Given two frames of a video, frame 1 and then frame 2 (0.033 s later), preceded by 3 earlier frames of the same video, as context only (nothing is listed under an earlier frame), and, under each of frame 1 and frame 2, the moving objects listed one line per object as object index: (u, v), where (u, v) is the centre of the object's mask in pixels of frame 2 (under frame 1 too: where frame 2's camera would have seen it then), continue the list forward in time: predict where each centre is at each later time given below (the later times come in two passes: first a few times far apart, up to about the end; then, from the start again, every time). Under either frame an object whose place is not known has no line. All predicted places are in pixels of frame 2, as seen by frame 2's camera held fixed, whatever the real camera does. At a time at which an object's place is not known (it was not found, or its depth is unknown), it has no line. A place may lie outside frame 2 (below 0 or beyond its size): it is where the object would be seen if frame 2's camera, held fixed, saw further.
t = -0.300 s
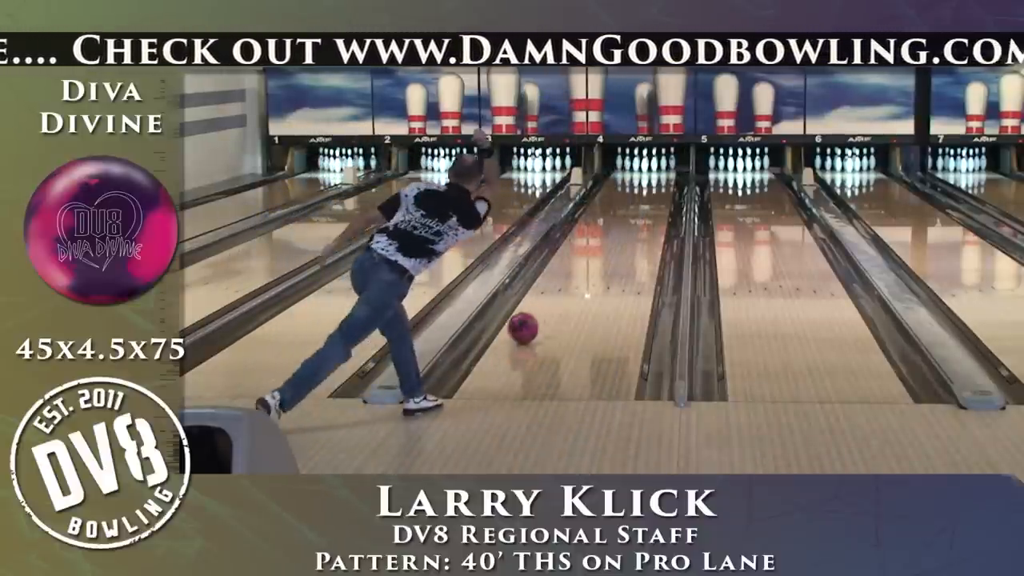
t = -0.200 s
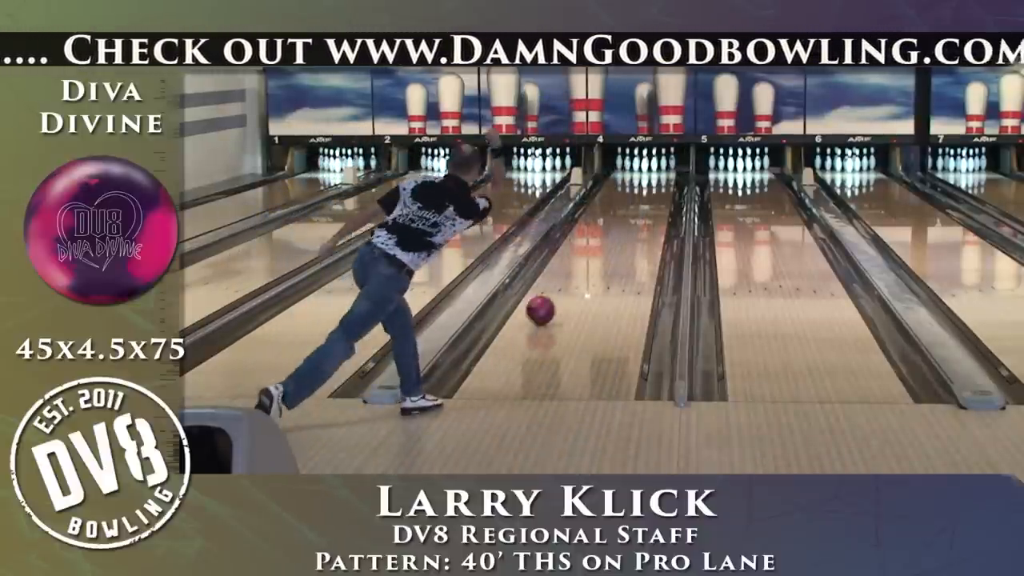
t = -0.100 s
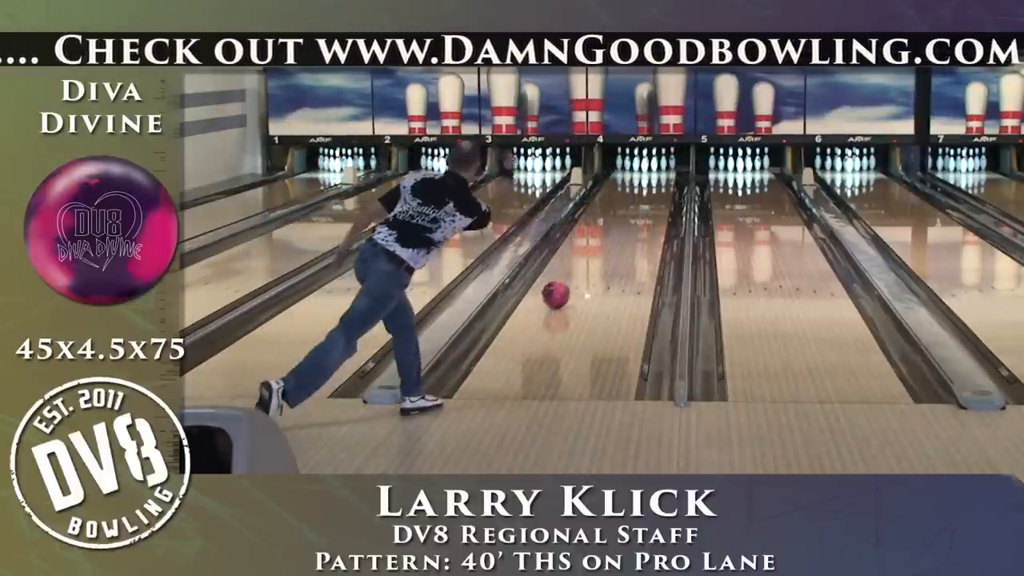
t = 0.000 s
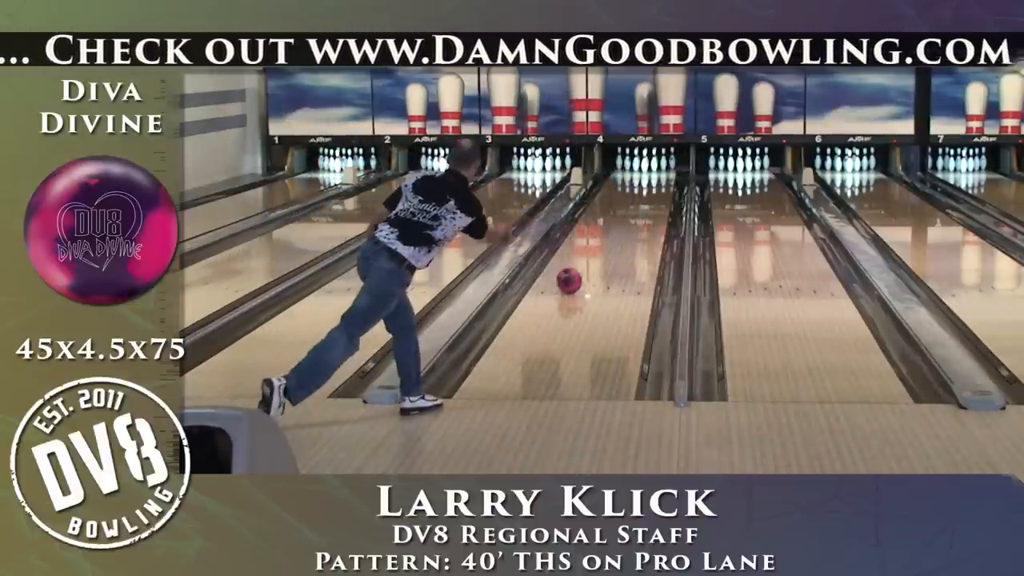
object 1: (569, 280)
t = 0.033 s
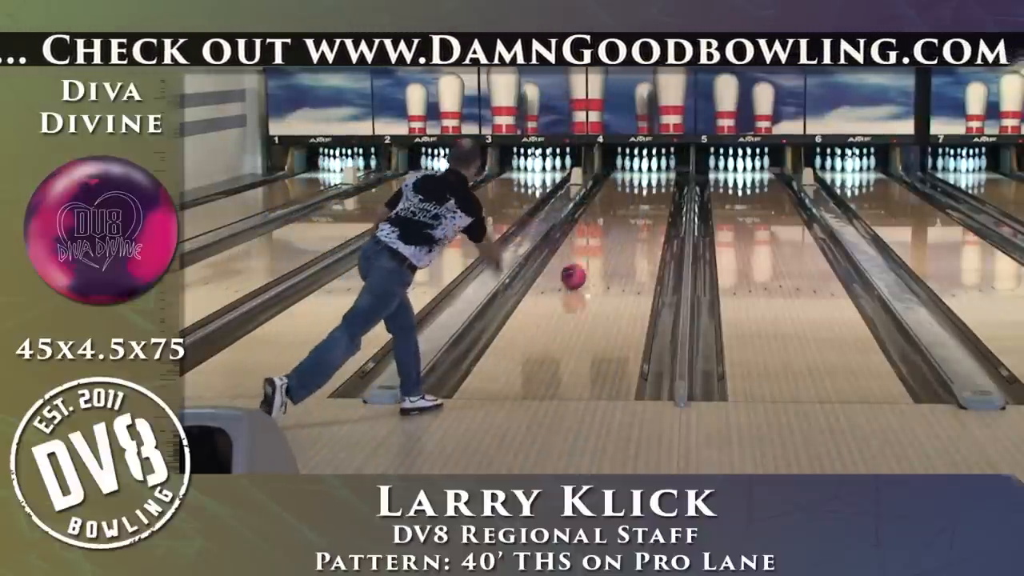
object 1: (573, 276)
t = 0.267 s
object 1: (598, 251)
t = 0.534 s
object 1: (619, 228)
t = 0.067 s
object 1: (577, 272)
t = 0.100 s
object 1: (581, 268)
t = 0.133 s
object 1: (585, 265)
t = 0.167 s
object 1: (588, 261)
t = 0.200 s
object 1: (591, 258)
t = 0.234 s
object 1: (594, 255)
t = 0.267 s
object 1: (598, 251)
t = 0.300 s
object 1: (601, 248)
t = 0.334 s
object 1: (604, 245)
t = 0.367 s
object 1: (606, 242)
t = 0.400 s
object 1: (609, 239)
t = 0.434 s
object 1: (611, 236)
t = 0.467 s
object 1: (614, 235)
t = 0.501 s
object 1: (617, 230)
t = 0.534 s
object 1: (619, 228)
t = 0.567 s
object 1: (620, 226)
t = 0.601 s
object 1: (624, 224)
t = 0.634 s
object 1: (626, 221)
